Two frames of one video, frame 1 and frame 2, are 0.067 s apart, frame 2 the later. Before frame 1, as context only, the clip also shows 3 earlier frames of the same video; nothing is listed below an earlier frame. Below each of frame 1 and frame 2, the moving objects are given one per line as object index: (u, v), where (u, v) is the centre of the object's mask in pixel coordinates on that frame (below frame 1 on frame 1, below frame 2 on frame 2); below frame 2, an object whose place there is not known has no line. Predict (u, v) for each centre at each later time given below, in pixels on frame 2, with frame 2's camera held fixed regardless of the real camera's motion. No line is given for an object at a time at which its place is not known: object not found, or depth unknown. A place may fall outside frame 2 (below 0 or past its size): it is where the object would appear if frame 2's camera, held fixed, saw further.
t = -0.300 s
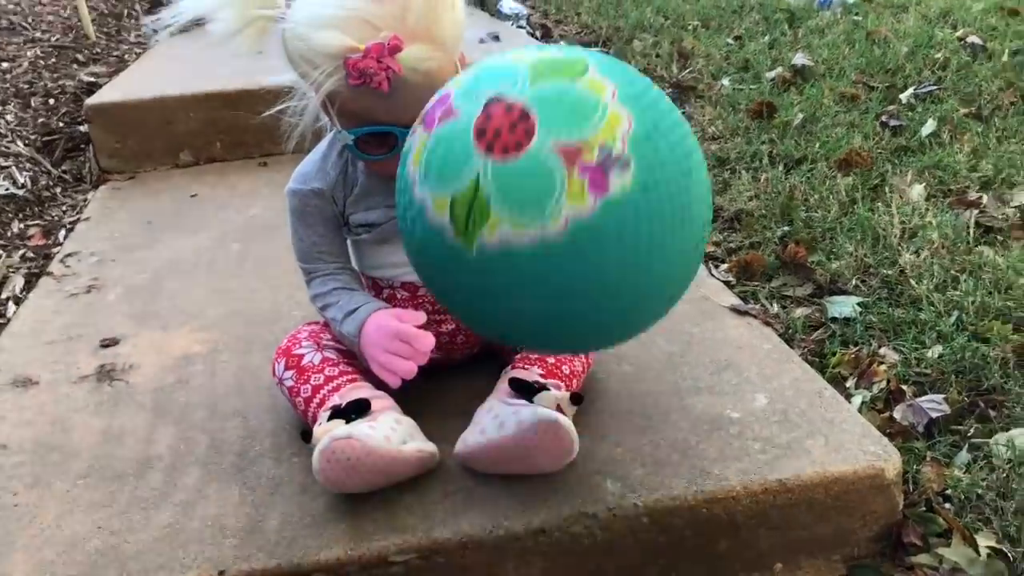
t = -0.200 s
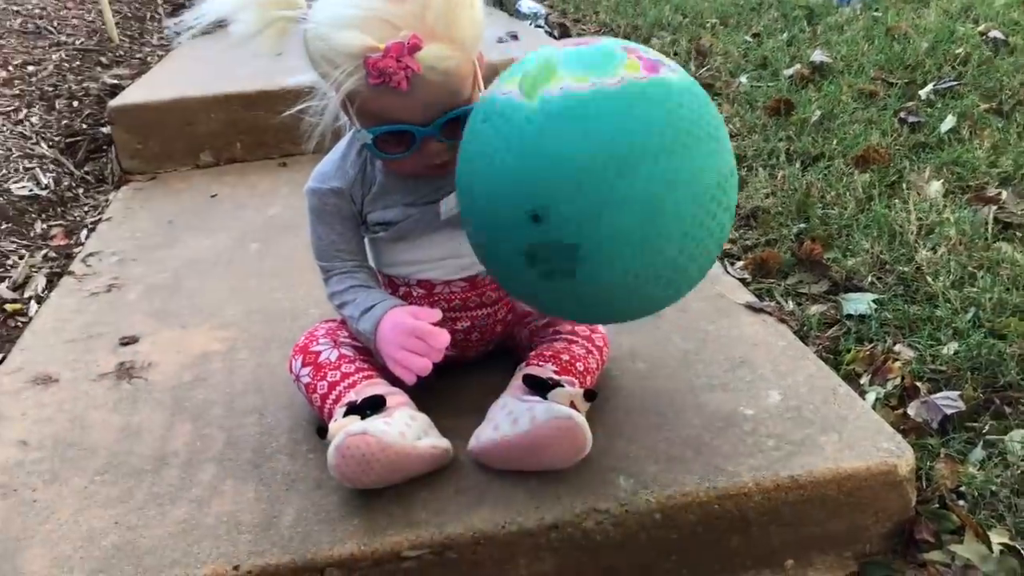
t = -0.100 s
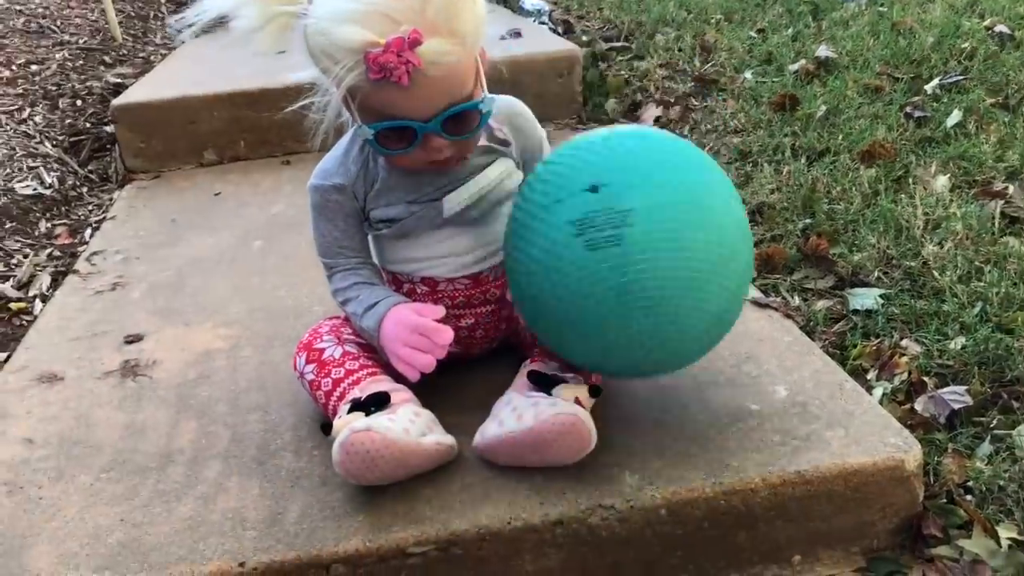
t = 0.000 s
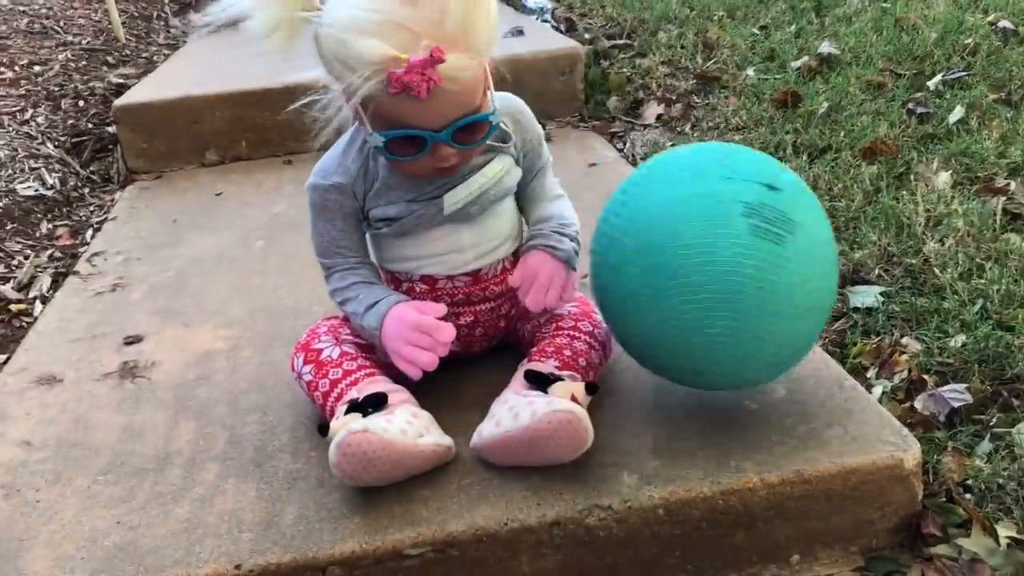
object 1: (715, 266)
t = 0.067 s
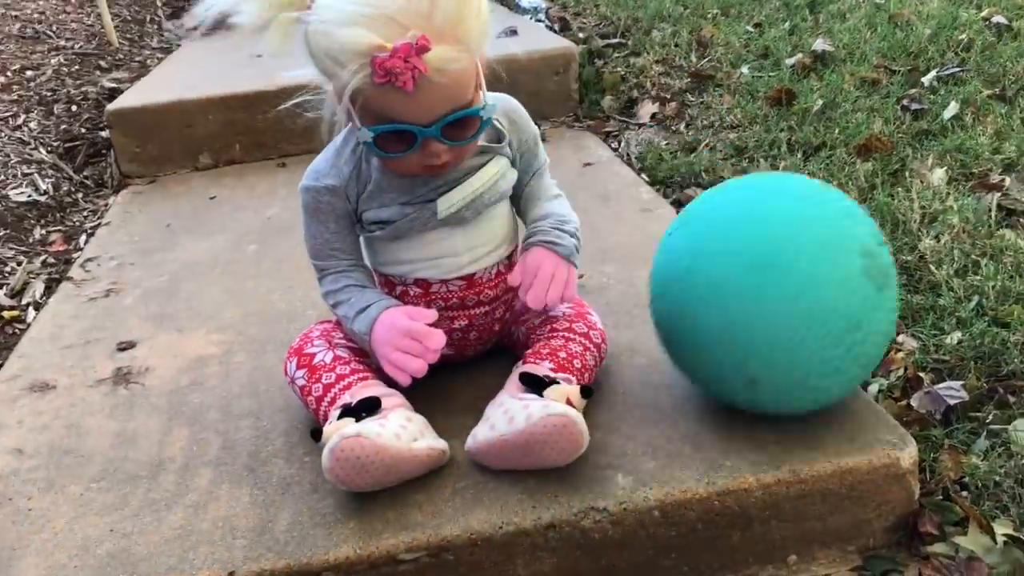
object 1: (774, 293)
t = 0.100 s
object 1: (805, 267)
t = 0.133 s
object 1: (837, 251)
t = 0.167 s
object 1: (868, 244)
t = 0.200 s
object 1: (899, 248)
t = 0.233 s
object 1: (929, 262)
